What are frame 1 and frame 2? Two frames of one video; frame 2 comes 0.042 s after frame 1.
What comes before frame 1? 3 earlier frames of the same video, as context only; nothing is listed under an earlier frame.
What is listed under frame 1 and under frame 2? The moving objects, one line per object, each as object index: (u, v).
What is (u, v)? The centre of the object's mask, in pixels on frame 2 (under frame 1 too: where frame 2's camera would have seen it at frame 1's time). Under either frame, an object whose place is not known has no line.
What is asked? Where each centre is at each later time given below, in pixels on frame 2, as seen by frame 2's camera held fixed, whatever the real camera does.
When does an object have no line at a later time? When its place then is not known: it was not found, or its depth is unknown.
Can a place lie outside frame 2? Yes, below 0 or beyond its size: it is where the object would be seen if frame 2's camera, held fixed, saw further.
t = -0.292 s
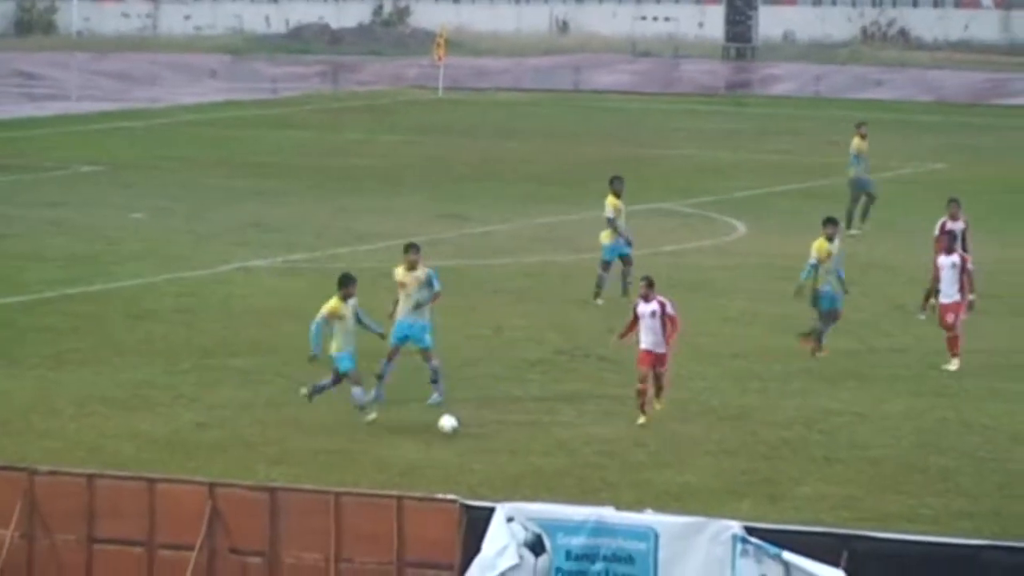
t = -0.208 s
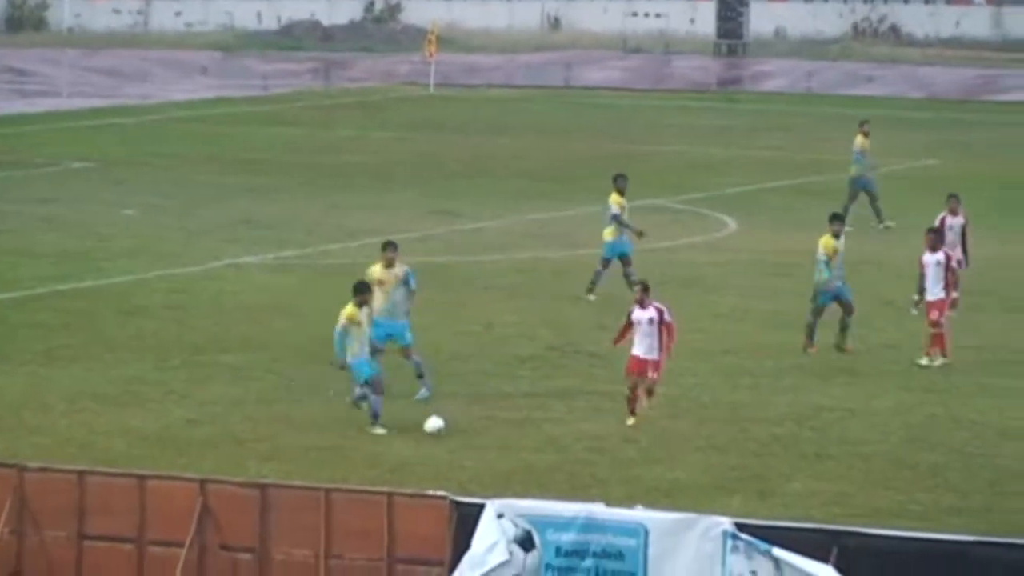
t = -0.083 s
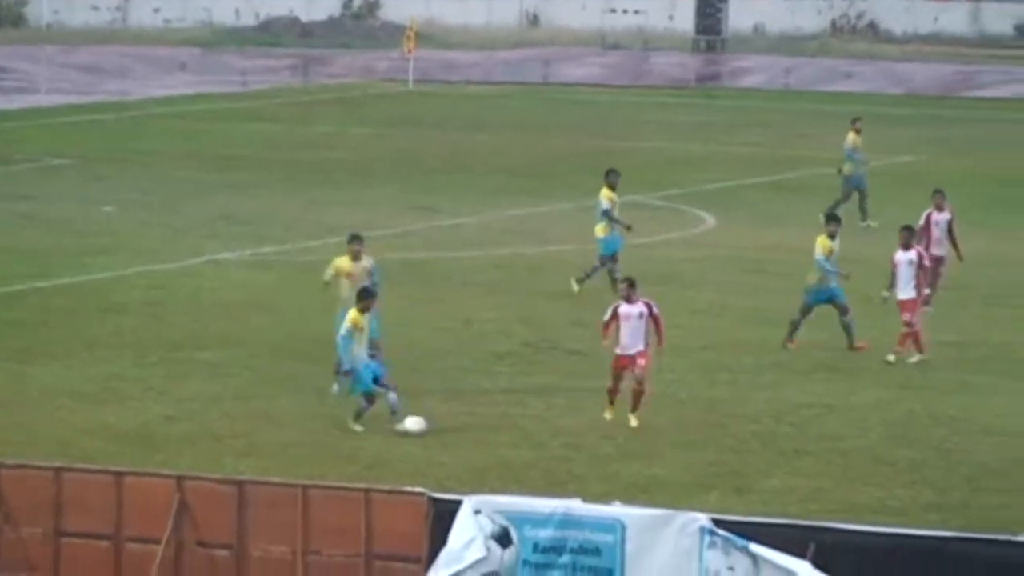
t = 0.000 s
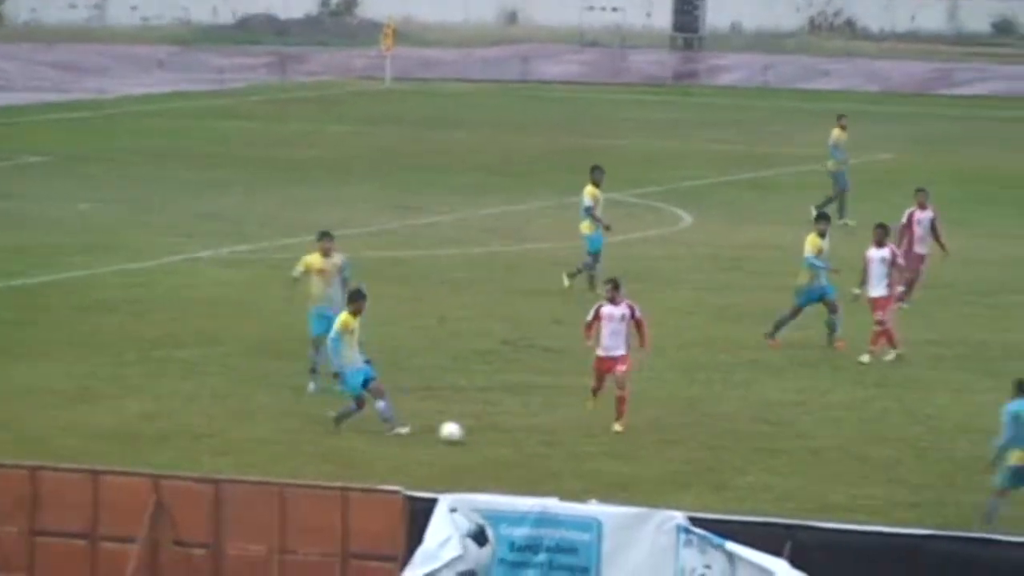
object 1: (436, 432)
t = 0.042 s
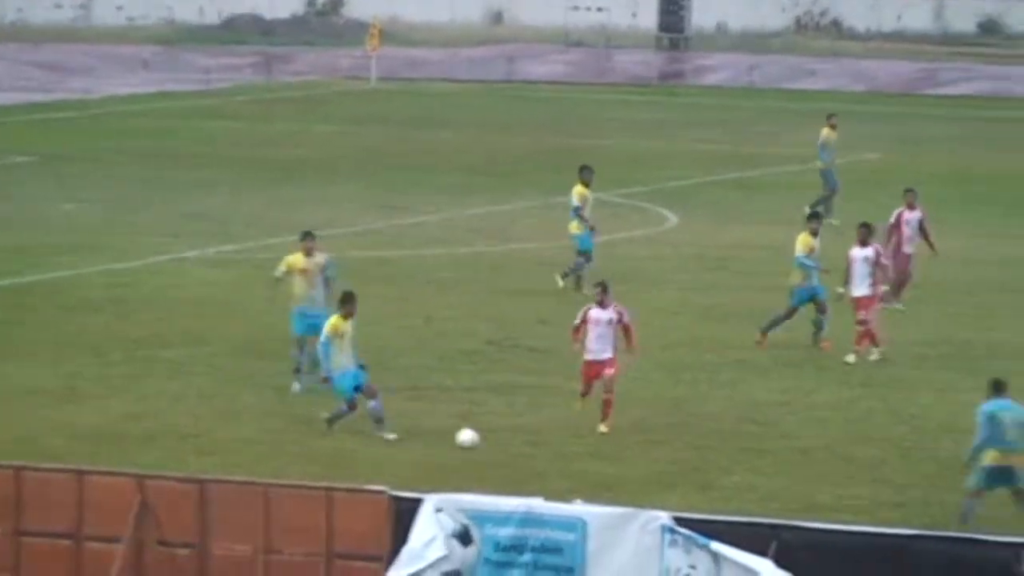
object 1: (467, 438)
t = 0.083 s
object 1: (497, 443)
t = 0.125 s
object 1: (526, 445)
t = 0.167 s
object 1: (556, 448)
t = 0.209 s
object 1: (585, 454)
